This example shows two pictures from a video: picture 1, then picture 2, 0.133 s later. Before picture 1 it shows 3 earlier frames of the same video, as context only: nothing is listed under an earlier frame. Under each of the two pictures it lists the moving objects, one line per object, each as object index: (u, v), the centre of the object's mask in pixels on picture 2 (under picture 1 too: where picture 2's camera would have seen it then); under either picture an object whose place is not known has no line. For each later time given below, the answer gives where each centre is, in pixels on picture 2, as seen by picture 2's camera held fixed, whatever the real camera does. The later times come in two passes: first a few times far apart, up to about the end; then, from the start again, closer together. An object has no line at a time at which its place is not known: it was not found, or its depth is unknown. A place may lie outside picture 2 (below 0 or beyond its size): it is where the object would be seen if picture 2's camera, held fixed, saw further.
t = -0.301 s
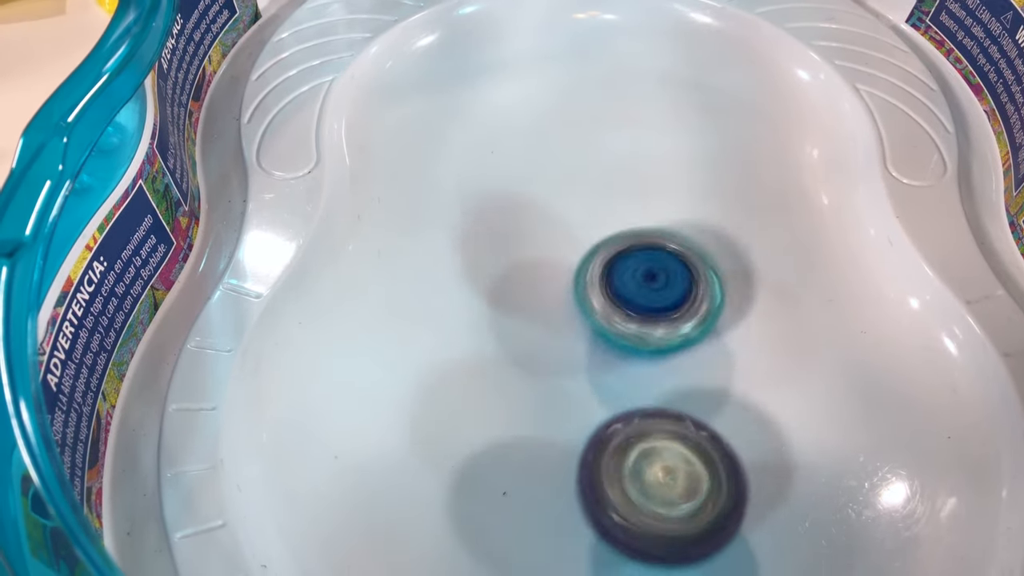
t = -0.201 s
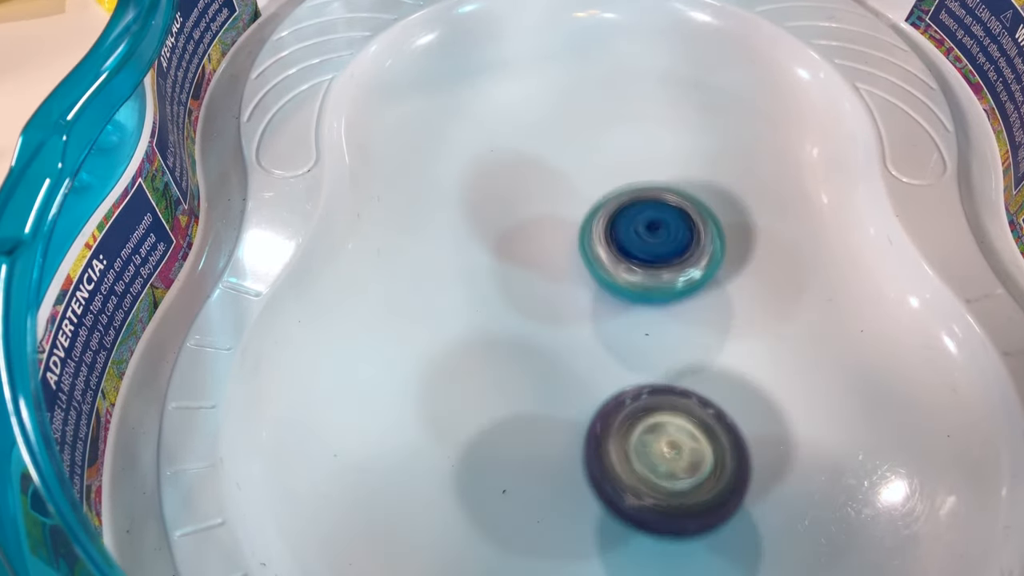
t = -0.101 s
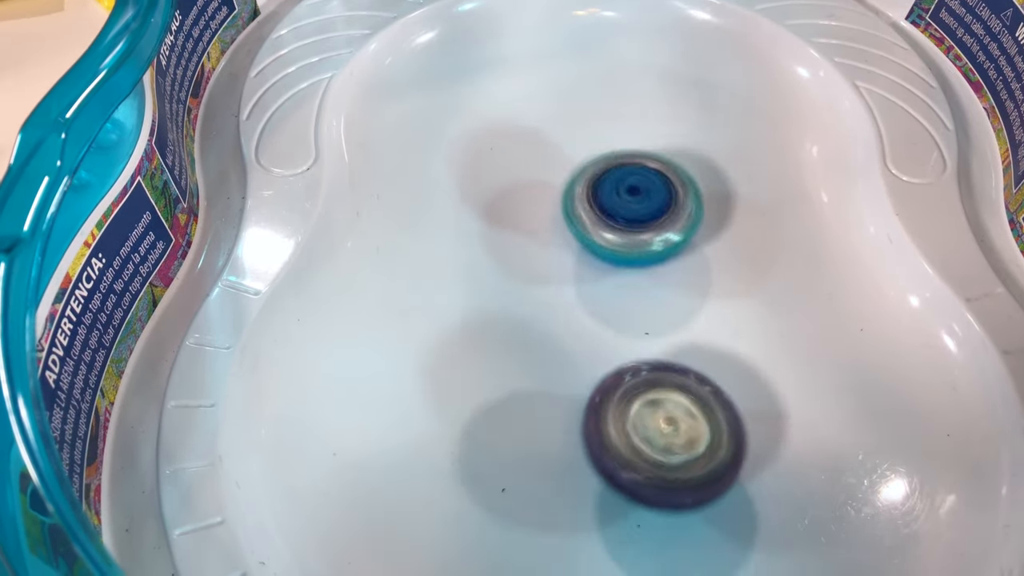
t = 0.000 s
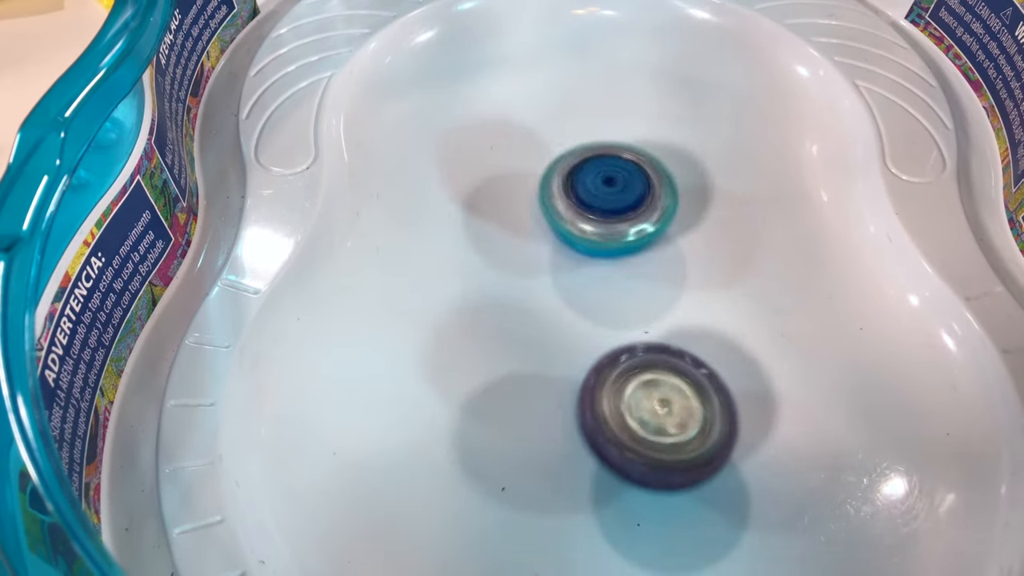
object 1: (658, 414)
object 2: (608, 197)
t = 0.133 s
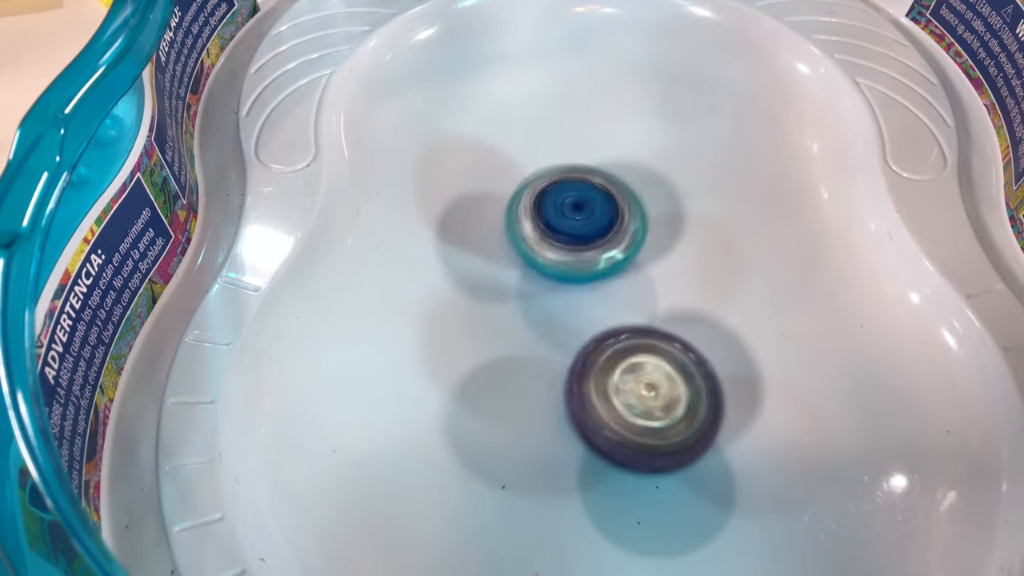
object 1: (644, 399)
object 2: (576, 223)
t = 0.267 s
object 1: (646, 451)
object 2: (559, 258)
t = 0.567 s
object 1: (703, 525)
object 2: (563, 189)
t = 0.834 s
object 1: (689, 466)
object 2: (613, 106)
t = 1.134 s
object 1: (634, 415)
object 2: (566, 136)
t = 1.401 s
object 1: (600, 403)
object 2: (668, 177)
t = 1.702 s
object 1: (595, 405)
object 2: (643, 178)
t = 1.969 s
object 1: (609, 411)
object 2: (554, 282)
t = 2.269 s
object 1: (641, 481)
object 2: (466, 427)
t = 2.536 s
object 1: (716, 473)
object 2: (538, 516)
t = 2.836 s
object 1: (758, 417)
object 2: (456, 416)
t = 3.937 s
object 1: (816, 401)
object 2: (631, 440)
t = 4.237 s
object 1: (778, 383)
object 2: (540, 436)
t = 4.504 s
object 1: (734, 318)
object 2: (467, 442)
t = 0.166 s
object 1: (641, 396)
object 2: (570, 237)
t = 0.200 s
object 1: (638, 393)
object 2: (567, 254)
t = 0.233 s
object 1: (637, 393)
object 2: (565, 272)
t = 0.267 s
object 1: (646, 451)
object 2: (559, 258)
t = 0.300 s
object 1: (655, 499)
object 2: (553, 243)
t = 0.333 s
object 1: (661, 522)
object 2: (549, 233)
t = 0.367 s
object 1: (667, 535)
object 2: (546, 225)
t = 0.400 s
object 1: (674, 541)
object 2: (544, 218)
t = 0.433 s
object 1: (681, 543)
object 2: (544, 211)
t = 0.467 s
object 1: (690, 542)
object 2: (546, 206)
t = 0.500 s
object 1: (697, 538)
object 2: (551, 201)
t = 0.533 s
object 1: (701, 532)
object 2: (555, 196)
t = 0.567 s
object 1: (703, 525)
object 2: (563, 189)
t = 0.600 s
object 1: (703, 518)
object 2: (570, 180)
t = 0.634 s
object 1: (703, 510)
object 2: (578, 171)
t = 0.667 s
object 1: (701, 502)
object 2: (587, 162)
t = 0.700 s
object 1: (699, 493)
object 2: (595, 152)
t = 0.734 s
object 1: (697, 484)
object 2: (602, 141)
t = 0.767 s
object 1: (696, 477)
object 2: (609, 129)
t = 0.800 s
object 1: (693, 471)
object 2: (613, 118)
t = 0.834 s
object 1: (689, 466)
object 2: (613, 106)
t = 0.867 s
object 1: (684, 460)
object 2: (608, 96)
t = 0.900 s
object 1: (678, 455)
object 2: (598, 88)
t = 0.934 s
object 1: (672, 449)
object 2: (585, 84)
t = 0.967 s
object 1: (665, 444)
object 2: (570, 85)
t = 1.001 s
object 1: (658, 439)
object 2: (558, 91)
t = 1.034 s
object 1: (651, 432)
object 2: (550, 101)
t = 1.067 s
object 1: (644, 425)
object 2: (550, 113)
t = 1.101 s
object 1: (638, 419)
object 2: (556, 125)
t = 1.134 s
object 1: (634, 415)
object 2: (566, 136)
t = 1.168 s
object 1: (628, 412)
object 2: (578, 147)
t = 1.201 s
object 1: (623, 409)
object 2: (592, 156)
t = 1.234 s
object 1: (618, 407)
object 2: (606, 164)
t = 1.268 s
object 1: (613, 404)
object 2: (621, 170)
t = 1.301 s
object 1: (610, 403)
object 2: (635, 175)
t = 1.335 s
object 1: (607, 403)
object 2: (648, 178)
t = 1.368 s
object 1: (604, 403)
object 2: (660, 179)
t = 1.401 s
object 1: (600, 403)
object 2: (668, 177)
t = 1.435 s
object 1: (596, 403)
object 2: (675, 174)
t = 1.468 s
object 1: (594, 403)
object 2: (679, 172)
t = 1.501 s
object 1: (592, 404)
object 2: (680, 169)
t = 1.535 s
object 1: (589, 405)
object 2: (678, 167)
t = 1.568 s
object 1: (588, 405)
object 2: (675, 166)
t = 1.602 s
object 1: (588, 405)
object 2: (670, 167)
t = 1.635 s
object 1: (589, 404)
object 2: (662, 169)
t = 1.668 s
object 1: (592, 404)
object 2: (653, 172)
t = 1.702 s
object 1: (595, 405)
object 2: (643, 178)
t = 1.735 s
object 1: (600, 405)
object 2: (629, 187)
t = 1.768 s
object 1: (602, 407)
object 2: (618, 198)
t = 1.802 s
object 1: (603, 407)
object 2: (606, 208)
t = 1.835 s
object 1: (603, 408)
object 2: (594, 221)
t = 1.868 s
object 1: (604, 408)
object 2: (584, 235)
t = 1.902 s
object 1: (605, 408)
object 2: (573, 251)
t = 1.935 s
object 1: (607, 408)
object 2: (563, 267)
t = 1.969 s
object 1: (609, 411)
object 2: (554, 282)
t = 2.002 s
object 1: (613, 424)
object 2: (546, 294)
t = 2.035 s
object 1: (617, 439)
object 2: (535, 306)
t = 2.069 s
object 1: (620, 448)
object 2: (523, 320)
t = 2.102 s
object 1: (622, 454)
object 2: (513, 335)
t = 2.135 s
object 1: (627, 464)
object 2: (502, 350)
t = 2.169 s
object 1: (632, 472)
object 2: (491, 367)
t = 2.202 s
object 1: (636, 478)
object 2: (478, 386)
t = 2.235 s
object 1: (639, 480)
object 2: (468, 406)
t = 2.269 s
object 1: (641, 481)
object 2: (466, 427)
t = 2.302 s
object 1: (642, 479)
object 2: (471, 449)
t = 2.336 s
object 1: (653, 477)
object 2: (471, 464)
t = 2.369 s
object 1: (661, 476)
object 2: (478, 480)
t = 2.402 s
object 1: (669, 476)
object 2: (487, 494)
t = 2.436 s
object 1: (678, 478)
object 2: (499, 506)
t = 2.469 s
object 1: (695, 477)
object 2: (507, 513)
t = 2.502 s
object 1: (711, 475)
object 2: (521, 517)
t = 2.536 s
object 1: (716, 473)
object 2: (538, 516)
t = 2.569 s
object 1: (723, 468)
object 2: (546, 514)
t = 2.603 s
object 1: (754, 460)
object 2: (531, 507)
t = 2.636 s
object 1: (772, 451)
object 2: (517, 497)
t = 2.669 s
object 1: (778, 445)
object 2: (506, 485)
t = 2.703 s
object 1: (777, 440)
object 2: (493, 471)
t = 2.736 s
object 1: (774, 434)
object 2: (484, 458)
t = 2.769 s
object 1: (769, 428)
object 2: (473, 443)
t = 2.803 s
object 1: (764, 422)
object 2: (465, 430)
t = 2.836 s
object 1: (758, 417)
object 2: (456, 416)
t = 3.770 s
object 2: (609, 429)
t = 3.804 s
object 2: (614, 435)
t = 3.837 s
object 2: (617, 438)
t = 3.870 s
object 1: (832, 404)
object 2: (623, 439)
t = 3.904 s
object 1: (824, 402)
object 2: (629, 441)
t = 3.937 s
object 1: (816, 401)
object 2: (631, 440)
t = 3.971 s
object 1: (809, 402)
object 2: (636, 438)
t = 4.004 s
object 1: (809, 400)
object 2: (633, 435)
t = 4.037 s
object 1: (829, 398)
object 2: (614, 432)
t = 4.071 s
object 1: (830, 399)
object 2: (601, 429)
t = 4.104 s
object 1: (821, 399)
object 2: (587, 428)
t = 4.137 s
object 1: (811, 395)
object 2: (571, 429)
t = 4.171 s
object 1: (805, 391)
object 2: (559, 430)
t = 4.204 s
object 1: (793, 387)
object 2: (549, 433)
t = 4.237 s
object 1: (778, 383)
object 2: (540, 436)
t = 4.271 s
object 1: (759, 380)
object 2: (534, 437)
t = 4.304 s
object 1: (739, 374)
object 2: (532, 440)
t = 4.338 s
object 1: (716, 367)
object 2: (531, 443)
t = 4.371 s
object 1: (694, 360)
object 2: (533, 443)
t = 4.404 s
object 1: (674, 354)
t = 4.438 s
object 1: (657, 347)
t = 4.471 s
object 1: (672, 335)
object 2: (513, 442)
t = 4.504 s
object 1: (734, 318)
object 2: (467, 442)
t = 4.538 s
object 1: (781, 304)
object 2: (433, 441)
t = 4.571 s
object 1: (811, 290)
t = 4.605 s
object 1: (831, 281)
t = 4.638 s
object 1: (839, 269)
